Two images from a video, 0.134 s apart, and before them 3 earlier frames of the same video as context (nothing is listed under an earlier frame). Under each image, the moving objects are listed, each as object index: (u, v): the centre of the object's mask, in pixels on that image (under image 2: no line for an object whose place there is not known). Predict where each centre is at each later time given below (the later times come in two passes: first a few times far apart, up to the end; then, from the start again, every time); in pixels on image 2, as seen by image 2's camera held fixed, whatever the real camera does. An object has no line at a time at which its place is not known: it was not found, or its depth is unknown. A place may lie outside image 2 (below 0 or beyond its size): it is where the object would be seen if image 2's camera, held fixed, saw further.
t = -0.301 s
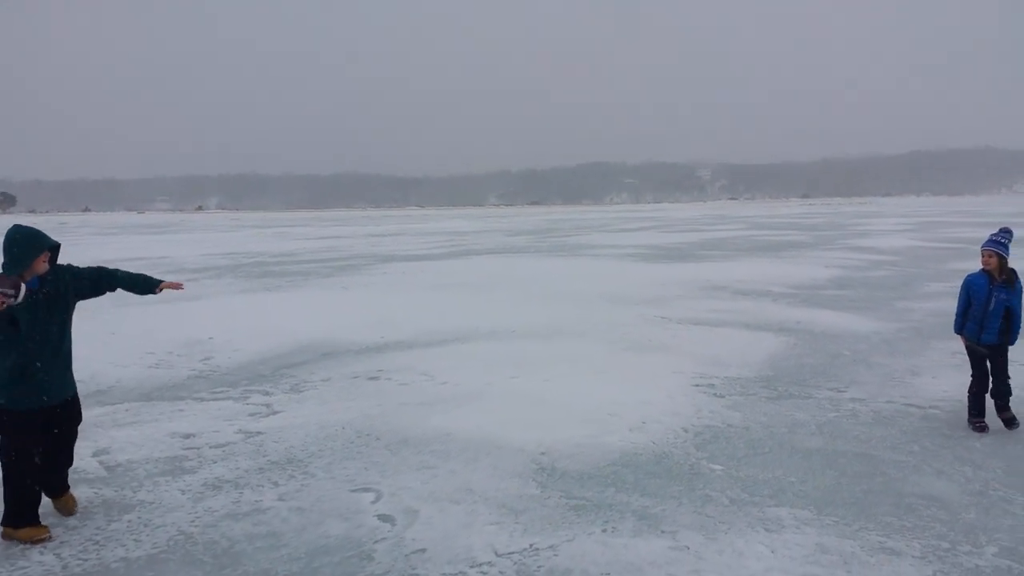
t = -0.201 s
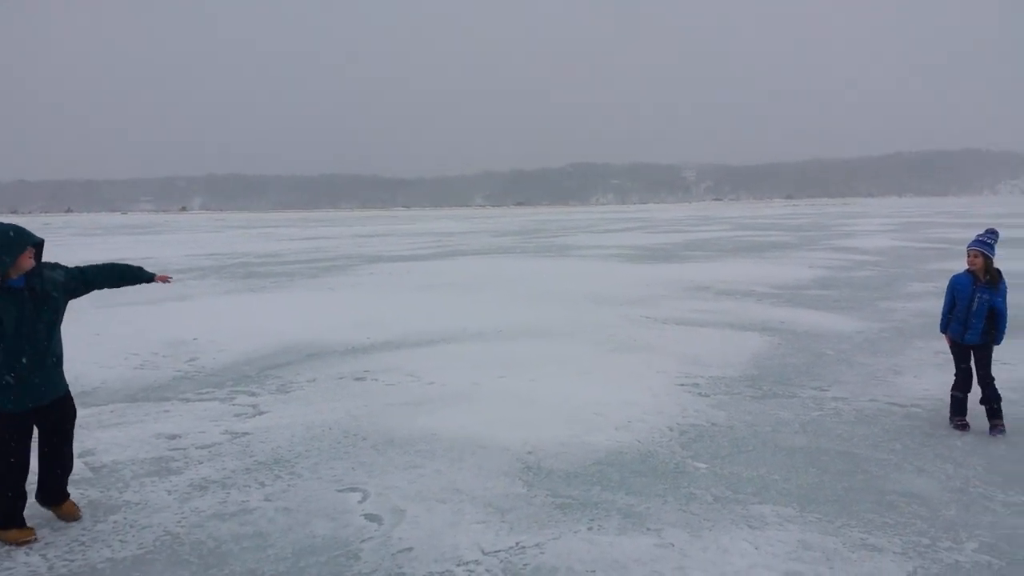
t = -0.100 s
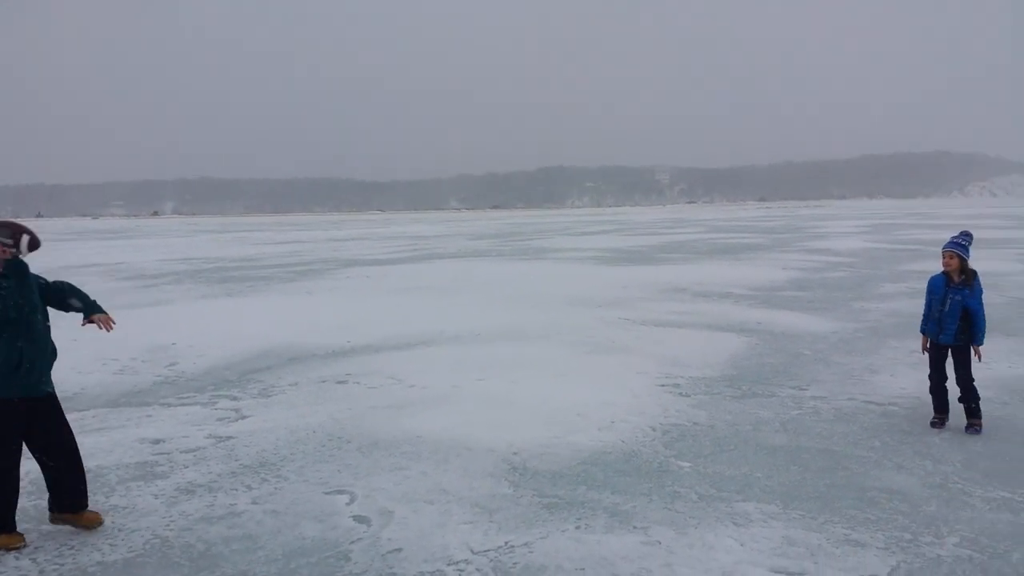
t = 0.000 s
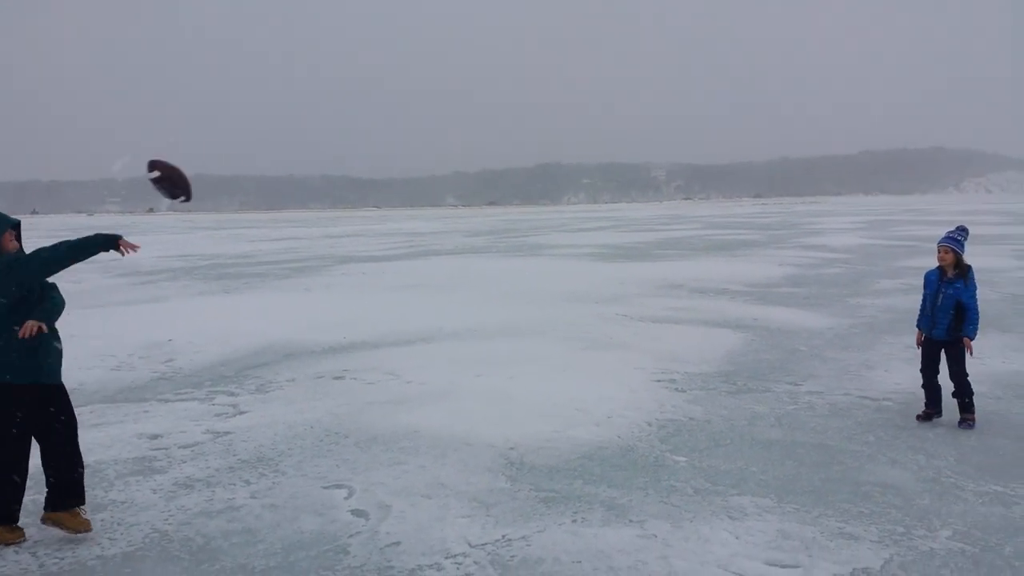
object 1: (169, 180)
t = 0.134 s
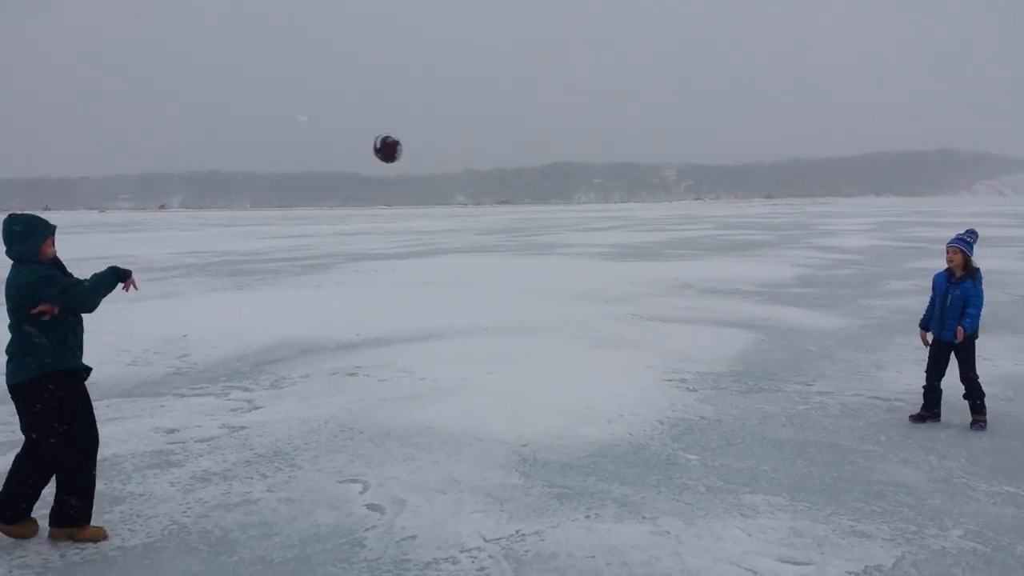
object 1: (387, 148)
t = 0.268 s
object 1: (556, 152)
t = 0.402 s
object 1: (697, 183)
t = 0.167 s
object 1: (431, 147)
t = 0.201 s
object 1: (474, 148)
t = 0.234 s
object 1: (516, 150)
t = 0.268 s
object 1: (556, 152)
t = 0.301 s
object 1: (593, 157)
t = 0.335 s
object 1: (627, 165)
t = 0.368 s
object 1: (661, 174)
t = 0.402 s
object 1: (697, 183)
